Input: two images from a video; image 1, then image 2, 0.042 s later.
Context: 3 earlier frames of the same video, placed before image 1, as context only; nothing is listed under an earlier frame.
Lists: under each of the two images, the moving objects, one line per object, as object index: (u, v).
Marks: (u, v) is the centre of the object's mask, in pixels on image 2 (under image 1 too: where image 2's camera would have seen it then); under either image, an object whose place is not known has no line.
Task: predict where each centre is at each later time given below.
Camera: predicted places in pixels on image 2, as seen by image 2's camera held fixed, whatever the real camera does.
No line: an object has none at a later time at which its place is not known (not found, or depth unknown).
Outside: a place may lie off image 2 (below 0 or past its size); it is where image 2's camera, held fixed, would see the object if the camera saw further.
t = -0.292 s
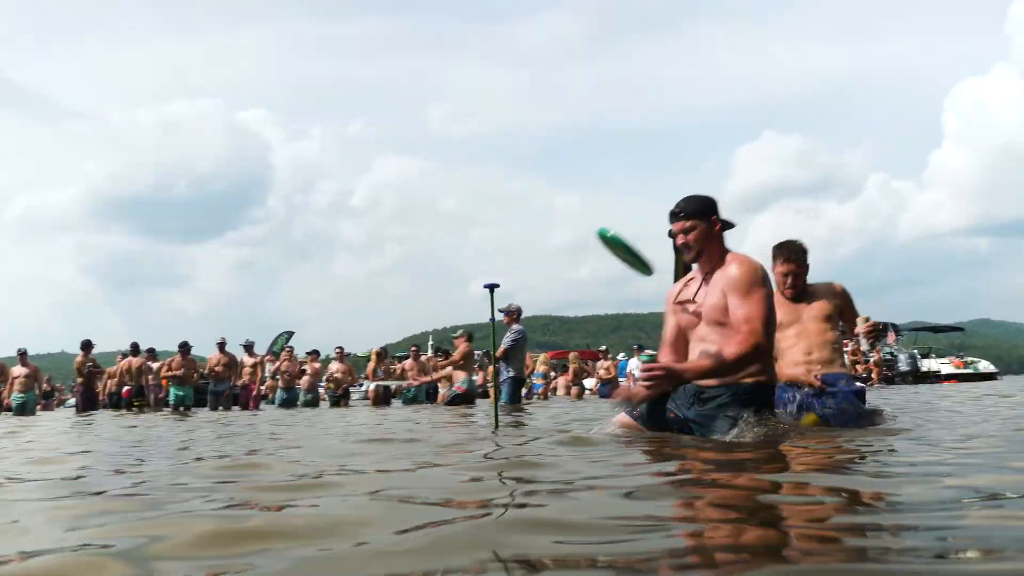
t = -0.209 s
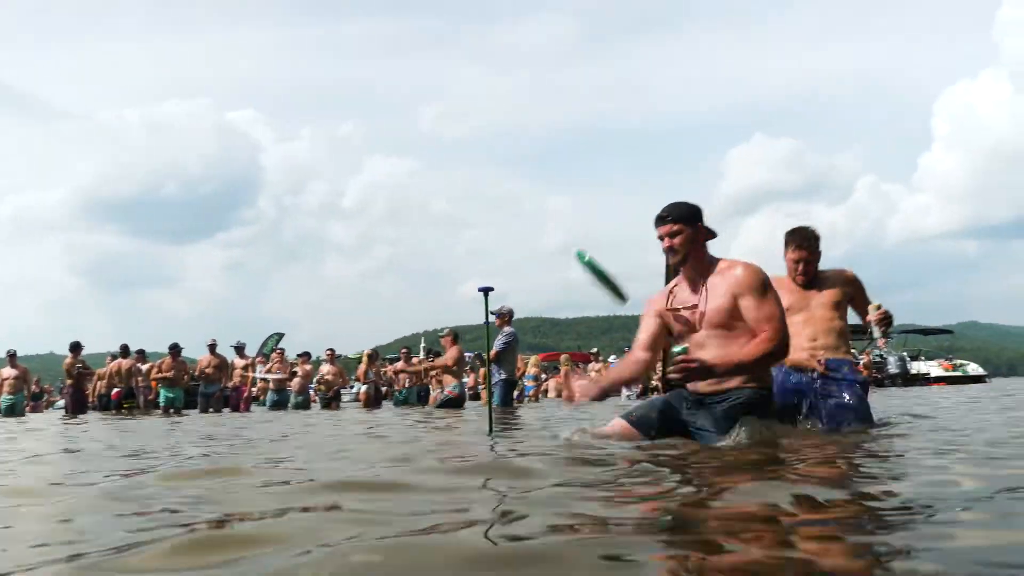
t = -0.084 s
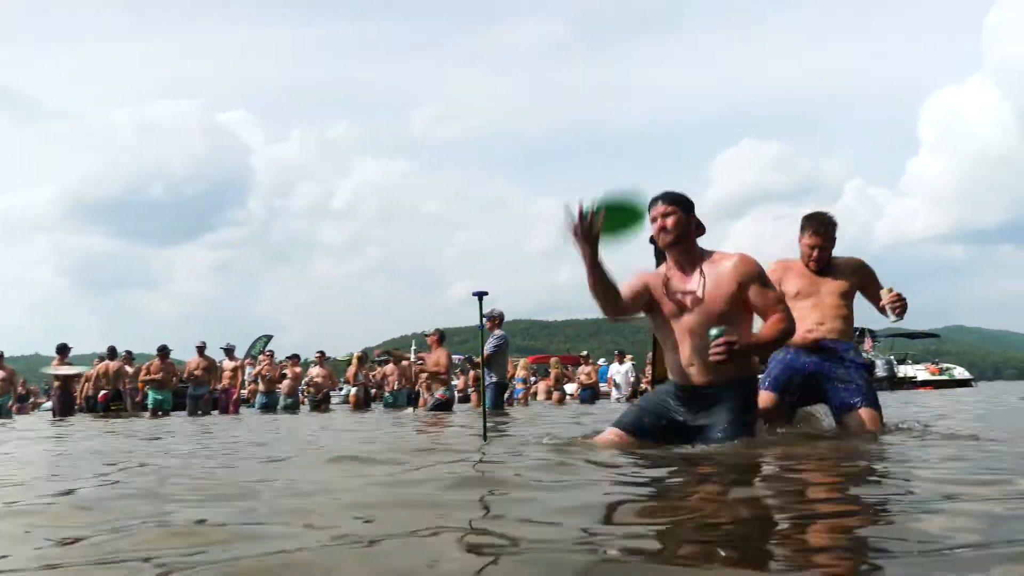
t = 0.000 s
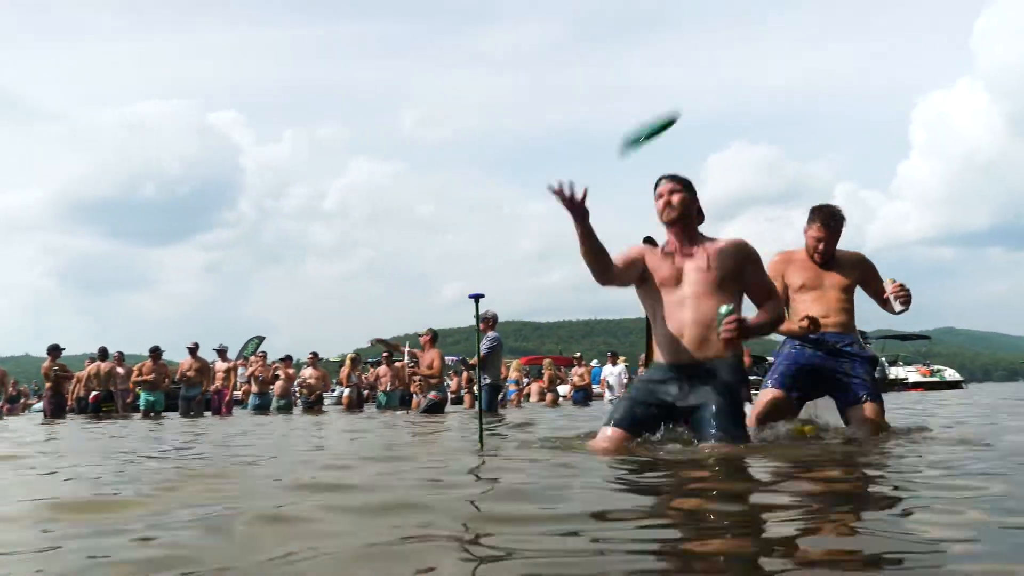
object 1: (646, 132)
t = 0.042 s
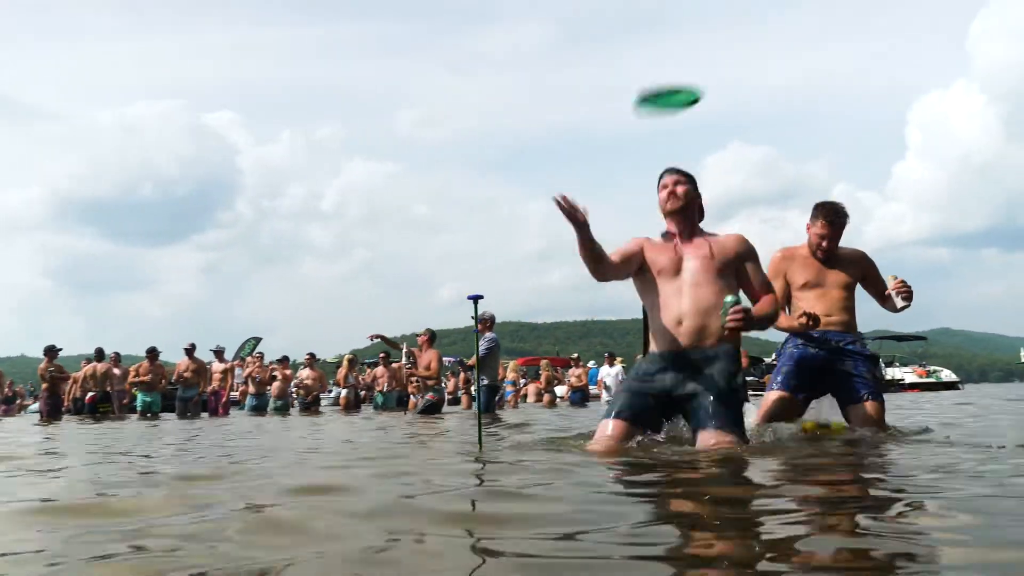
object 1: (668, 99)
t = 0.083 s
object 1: (693, 72)
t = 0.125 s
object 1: (715, 50)
